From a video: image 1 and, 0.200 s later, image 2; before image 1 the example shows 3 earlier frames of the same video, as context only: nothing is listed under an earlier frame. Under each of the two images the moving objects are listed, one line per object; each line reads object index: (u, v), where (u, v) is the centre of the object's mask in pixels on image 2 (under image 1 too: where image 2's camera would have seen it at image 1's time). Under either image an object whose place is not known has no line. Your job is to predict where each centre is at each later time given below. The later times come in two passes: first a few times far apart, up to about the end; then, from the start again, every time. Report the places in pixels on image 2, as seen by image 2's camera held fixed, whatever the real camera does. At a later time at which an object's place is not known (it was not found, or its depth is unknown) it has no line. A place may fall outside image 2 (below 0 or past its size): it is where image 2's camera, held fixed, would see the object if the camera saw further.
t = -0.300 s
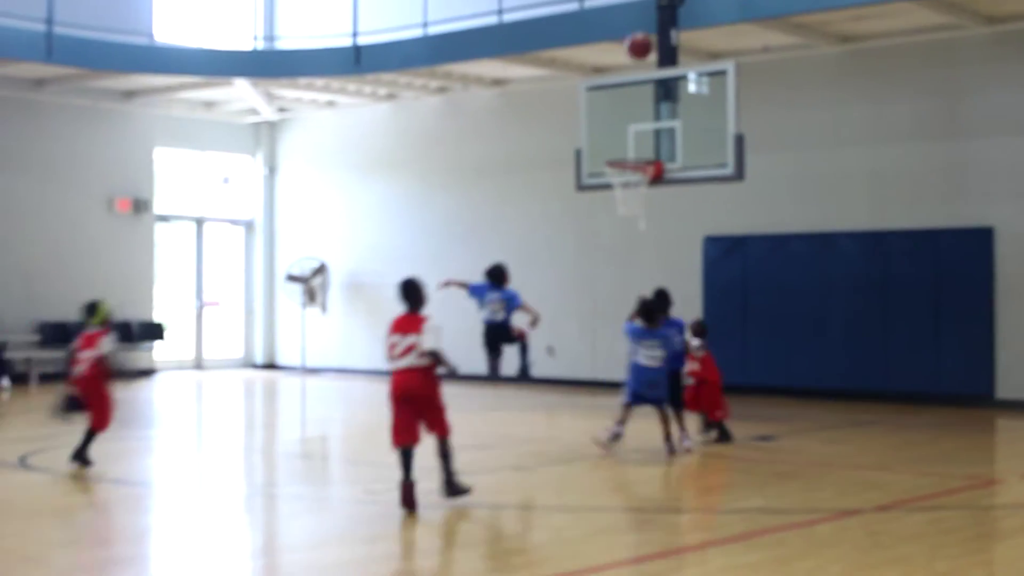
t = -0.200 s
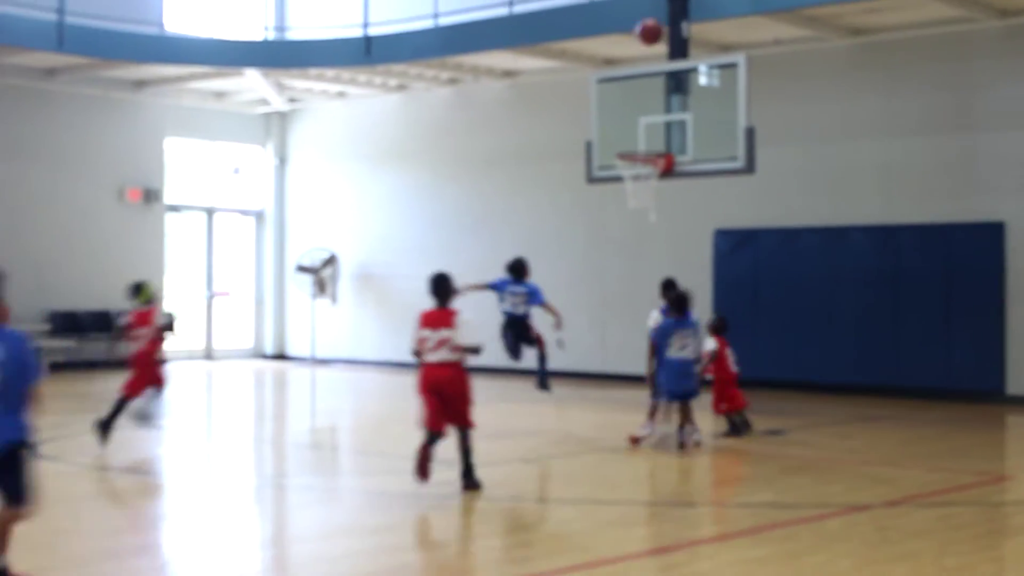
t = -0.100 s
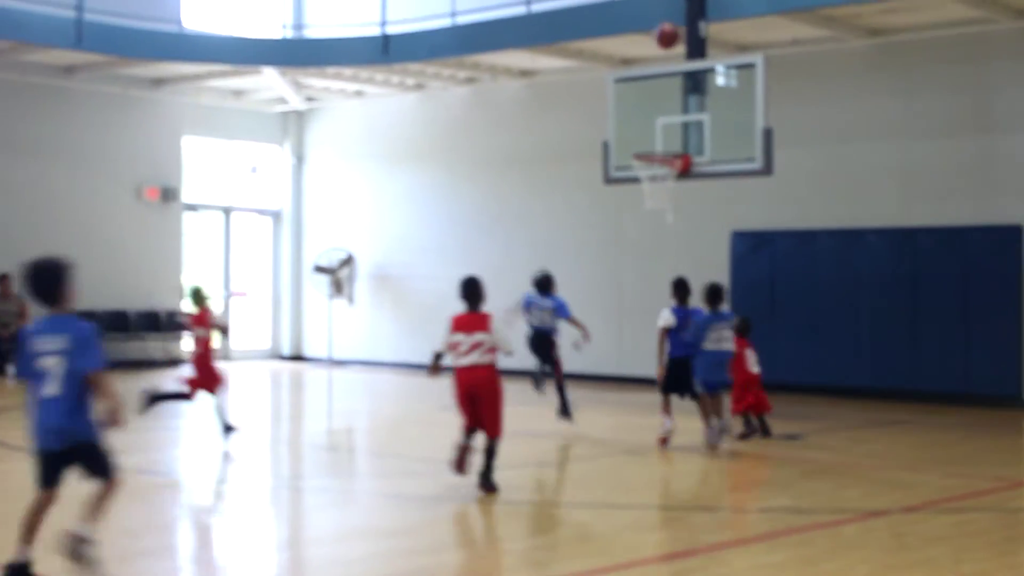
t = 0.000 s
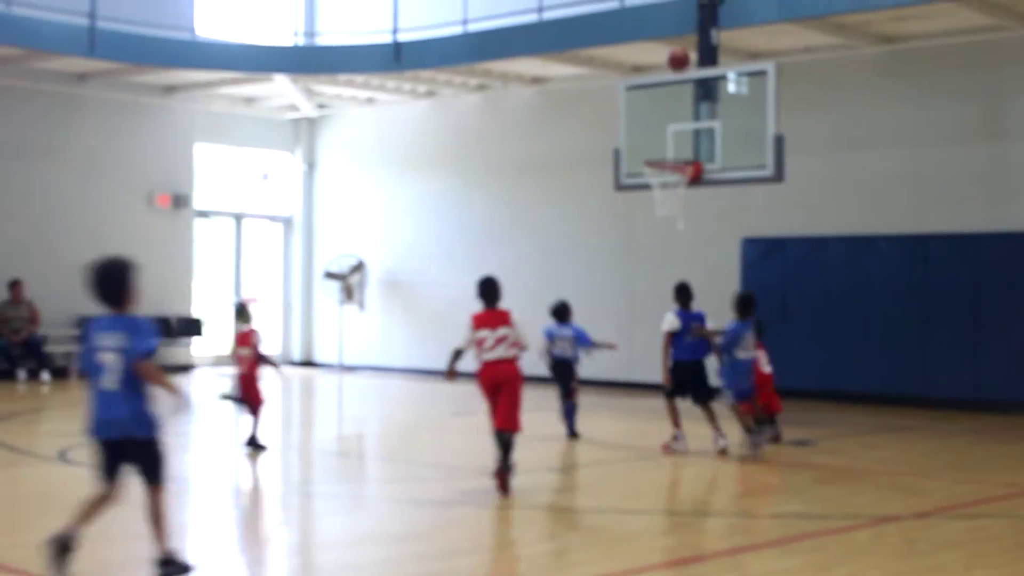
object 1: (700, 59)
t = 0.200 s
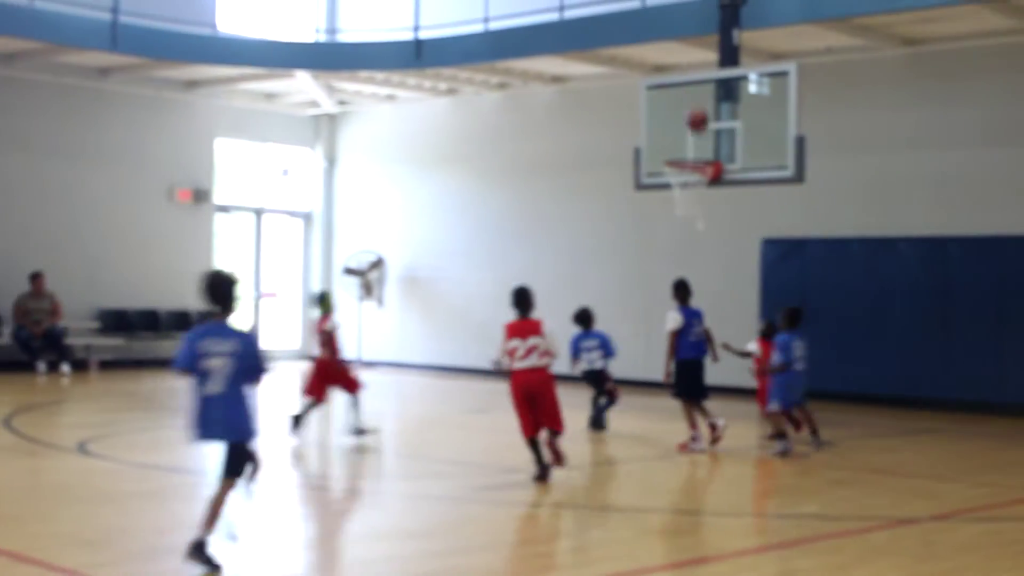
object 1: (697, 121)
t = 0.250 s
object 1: (697, 141)
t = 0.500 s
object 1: (654, 121)
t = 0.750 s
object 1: (597, 141)
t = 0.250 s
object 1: (697, 141)
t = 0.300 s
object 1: (693, 152)
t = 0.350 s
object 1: (684, 142)
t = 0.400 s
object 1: (674, 132)
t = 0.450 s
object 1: (664, 126)
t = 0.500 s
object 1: (654, 121)
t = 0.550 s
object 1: (642, 120)
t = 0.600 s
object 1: (631, 120)
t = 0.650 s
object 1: (620, 124)
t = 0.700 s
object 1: (609, 131)
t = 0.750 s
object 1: (597, 141)
